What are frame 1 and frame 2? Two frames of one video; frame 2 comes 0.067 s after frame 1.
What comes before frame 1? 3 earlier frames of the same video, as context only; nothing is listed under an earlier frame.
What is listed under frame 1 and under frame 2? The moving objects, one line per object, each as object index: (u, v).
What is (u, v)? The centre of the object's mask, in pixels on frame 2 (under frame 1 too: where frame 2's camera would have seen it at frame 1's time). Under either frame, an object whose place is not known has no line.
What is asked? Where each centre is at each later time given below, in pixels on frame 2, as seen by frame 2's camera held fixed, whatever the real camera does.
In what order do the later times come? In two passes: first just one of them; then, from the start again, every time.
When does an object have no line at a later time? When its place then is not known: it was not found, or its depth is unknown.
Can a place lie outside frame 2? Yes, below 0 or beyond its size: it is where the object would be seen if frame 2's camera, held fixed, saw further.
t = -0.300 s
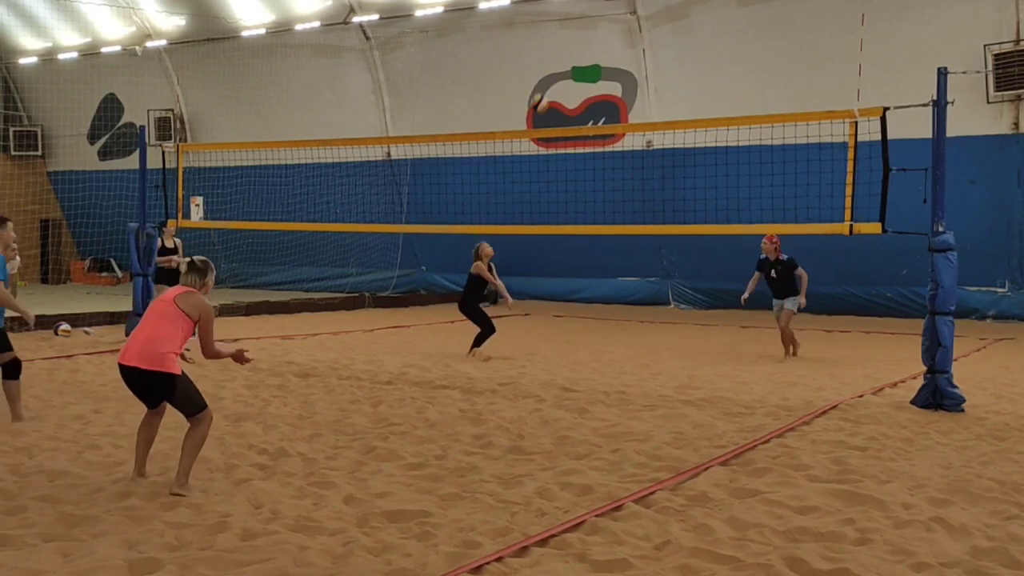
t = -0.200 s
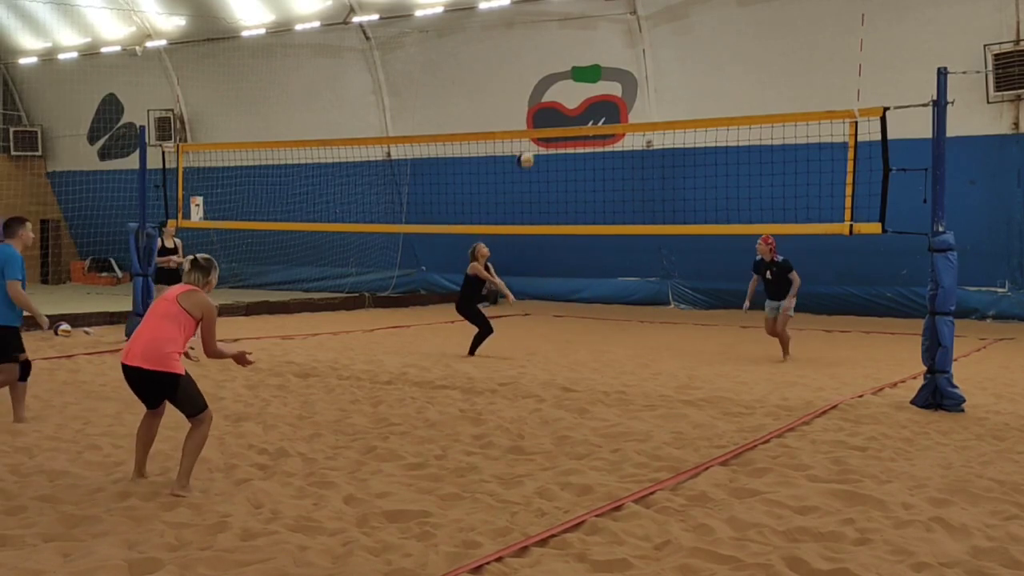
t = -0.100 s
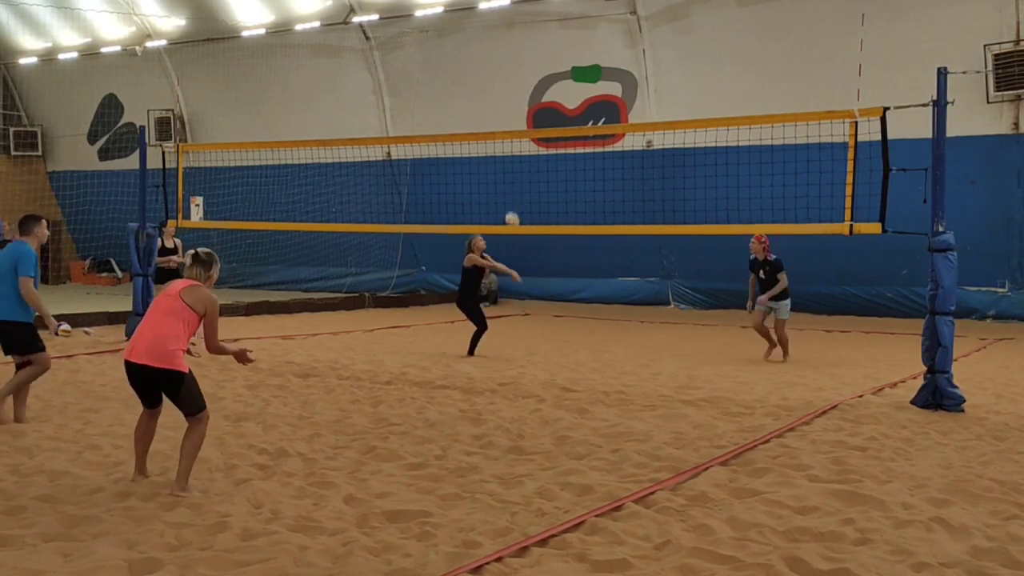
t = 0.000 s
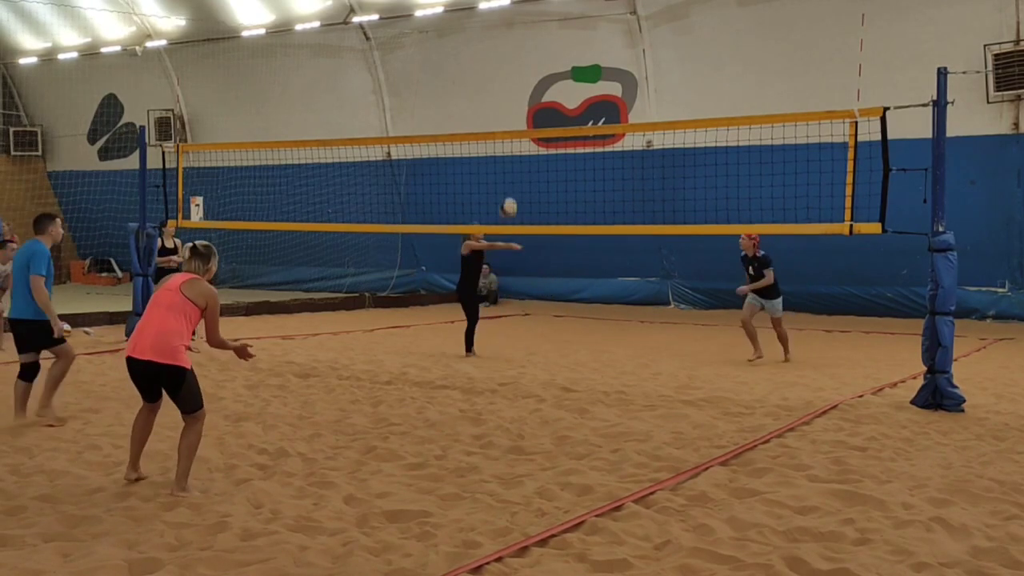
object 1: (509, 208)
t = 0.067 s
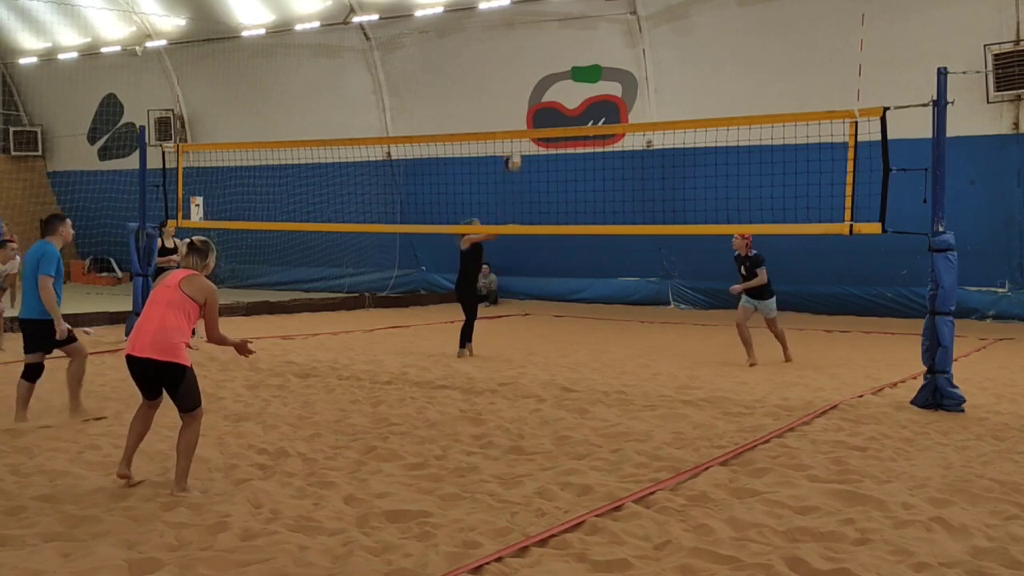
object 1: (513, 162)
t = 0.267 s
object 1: (524, 42)
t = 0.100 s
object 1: (513, 144)
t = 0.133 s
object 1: (516, 119)
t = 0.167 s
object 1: (518, 98)
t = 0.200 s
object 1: (520, 77)
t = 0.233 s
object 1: (522, 60)
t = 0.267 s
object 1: (524, 42)
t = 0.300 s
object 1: (525, 24)
